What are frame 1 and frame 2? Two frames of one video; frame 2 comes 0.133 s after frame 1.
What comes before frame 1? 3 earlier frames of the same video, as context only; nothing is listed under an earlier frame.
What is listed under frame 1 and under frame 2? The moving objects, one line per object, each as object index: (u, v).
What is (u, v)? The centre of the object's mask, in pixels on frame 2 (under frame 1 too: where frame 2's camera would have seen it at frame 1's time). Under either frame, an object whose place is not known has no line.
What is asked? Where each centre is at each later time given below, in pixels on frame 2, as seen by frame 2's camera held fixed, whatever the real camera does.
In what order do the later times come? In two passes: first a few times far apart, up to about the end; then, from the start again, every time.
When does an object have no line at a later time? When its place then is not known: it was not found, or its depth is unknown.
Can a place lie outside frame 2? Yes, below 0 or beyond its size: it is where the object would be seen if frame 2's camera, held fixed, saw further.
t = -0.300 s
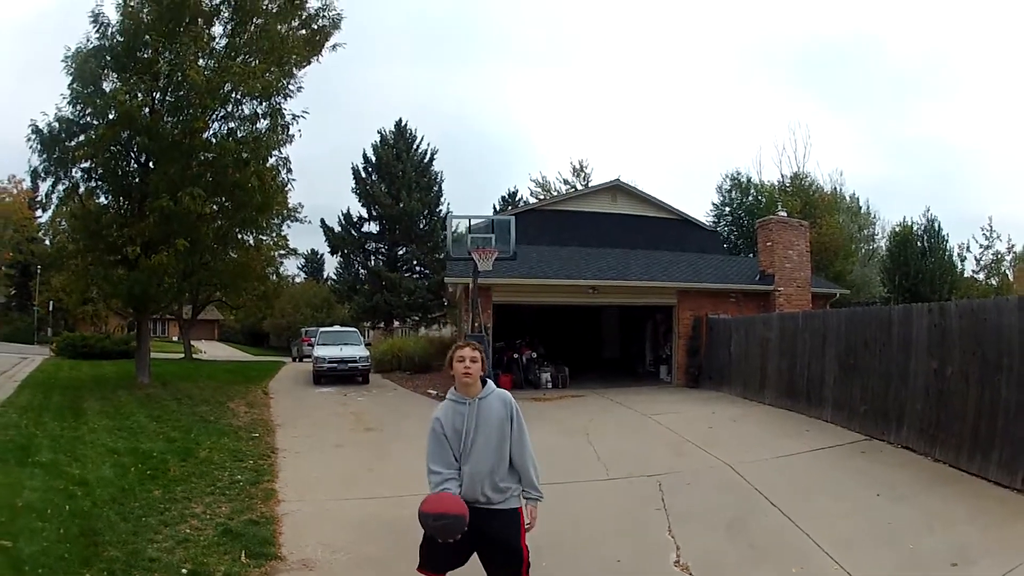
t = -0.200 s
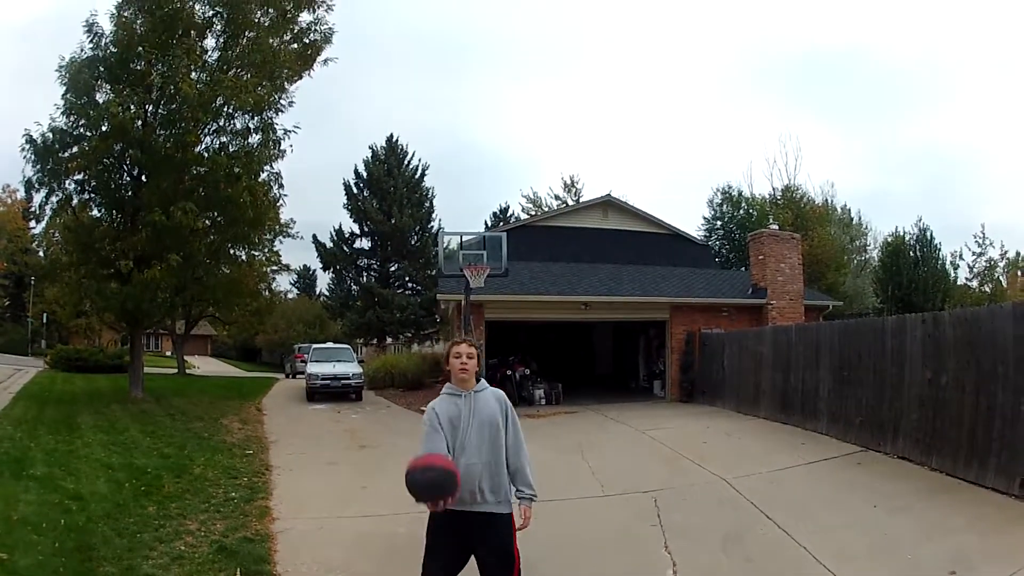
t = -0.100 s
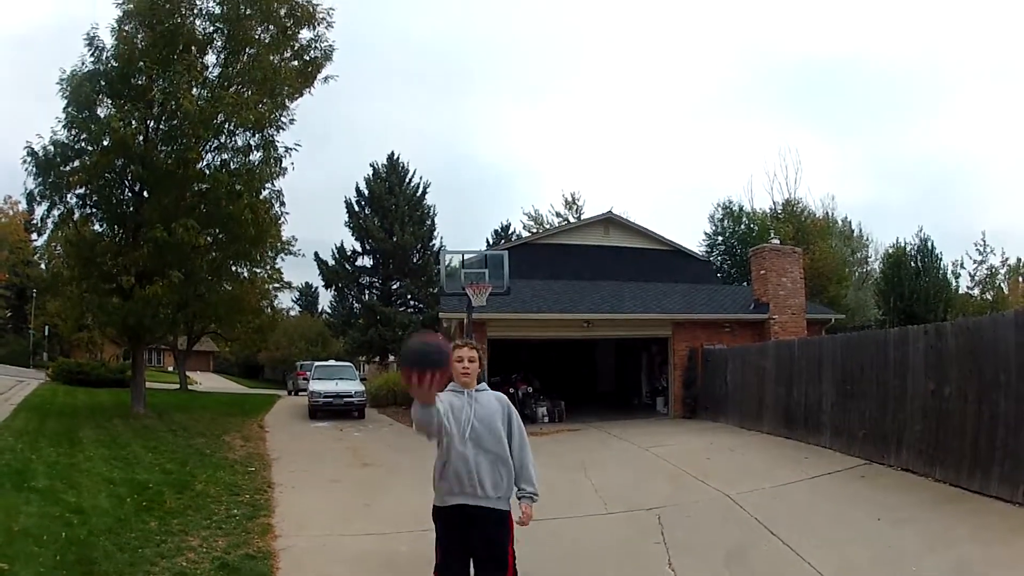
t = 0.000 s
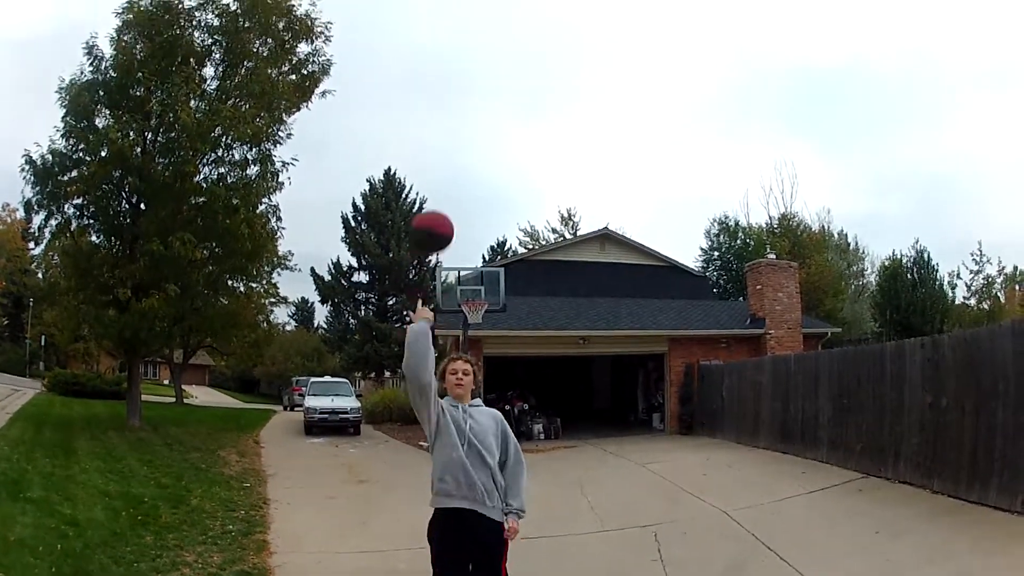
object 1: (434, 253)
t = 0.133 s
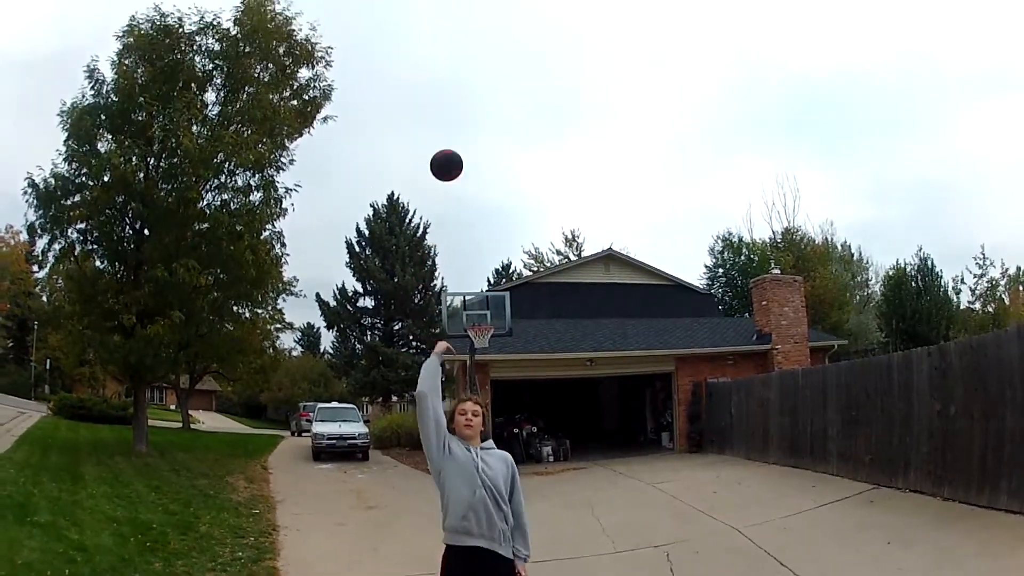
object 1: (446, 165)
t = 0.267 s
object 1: (453, 130)
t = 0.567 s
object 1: (460, 124)
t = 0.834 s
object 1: (464, 156)
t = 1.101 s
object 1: (466, 214)
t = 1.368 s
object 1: (468, 295)
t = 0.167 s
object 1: (448, 153)
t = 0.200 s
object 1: (450, 143)
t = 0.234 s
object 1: (452, 136)
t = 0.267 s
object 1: (453, 130)
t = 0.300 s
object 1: (455, 125)
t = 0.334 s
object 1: (456, 121)
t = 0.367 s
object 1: (457, 120)
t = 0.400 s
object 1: (459, 119)
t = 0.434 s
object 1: (459, 119)
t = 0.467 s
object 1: (460, 119)
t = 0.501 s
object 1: (460, 120)
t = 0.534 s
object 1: (460, 122)
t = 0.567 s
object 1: (460, 124)
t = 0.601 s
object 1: (461, 127)
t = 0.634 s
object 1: (461, 130)
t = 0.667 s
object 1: (462, 133)
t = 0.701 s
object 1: (462, 137)
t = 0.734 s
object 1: (463, 141)
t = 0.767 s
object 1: (463, 146)
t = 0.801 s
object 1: (463, 151)
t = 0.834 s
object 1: (464, 156)
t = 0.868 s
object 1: (464, 162)
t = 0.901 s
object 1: (465, 168)
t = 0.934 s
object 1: (465, 175)
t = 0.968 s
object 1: (465, 182)
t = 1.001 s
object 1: (465, 190)
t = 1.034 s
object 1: (465, 198)
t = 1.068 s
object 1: (466, 206)
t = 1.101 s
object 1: (466, 214)
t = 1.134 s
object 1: (467, 223)
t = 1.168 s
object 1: (467, 232)
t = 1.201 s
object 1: (467, 242)
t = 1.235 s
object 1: (468, 252)
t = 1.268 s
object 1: (468, 262)
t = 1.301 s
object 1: (468, 273)
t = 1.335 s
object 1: (468, 284)
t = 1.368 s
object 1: (468, 295)
